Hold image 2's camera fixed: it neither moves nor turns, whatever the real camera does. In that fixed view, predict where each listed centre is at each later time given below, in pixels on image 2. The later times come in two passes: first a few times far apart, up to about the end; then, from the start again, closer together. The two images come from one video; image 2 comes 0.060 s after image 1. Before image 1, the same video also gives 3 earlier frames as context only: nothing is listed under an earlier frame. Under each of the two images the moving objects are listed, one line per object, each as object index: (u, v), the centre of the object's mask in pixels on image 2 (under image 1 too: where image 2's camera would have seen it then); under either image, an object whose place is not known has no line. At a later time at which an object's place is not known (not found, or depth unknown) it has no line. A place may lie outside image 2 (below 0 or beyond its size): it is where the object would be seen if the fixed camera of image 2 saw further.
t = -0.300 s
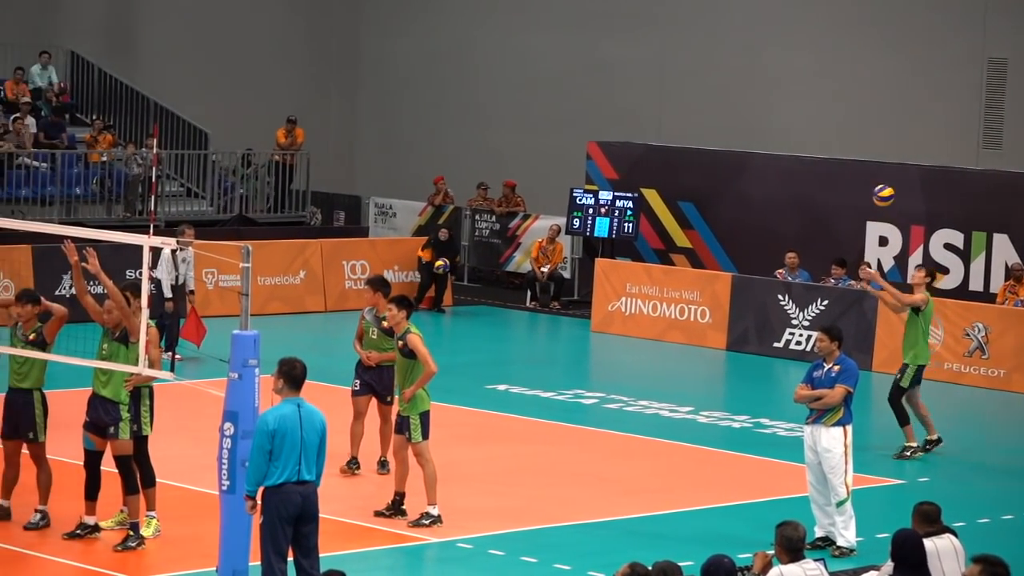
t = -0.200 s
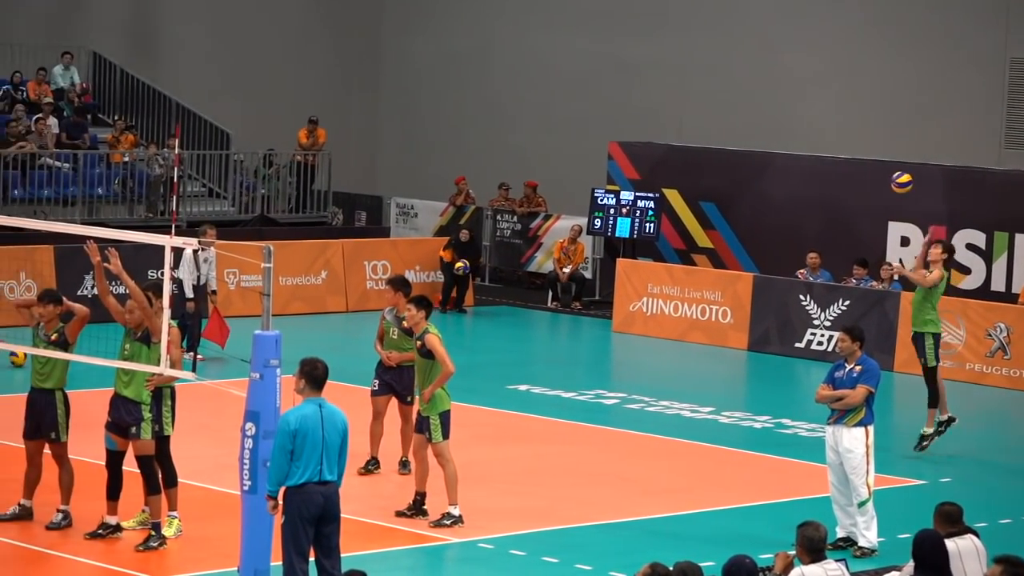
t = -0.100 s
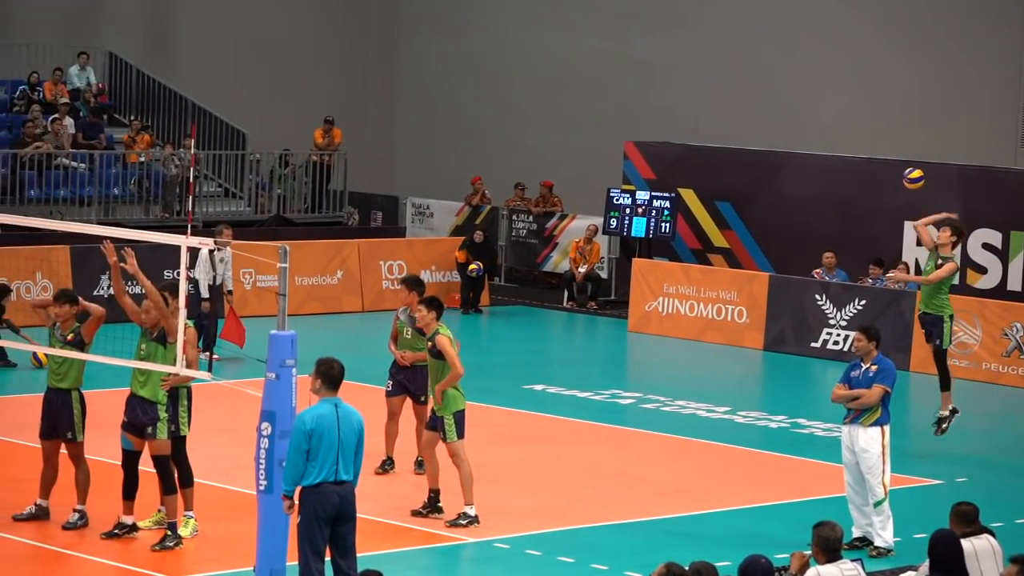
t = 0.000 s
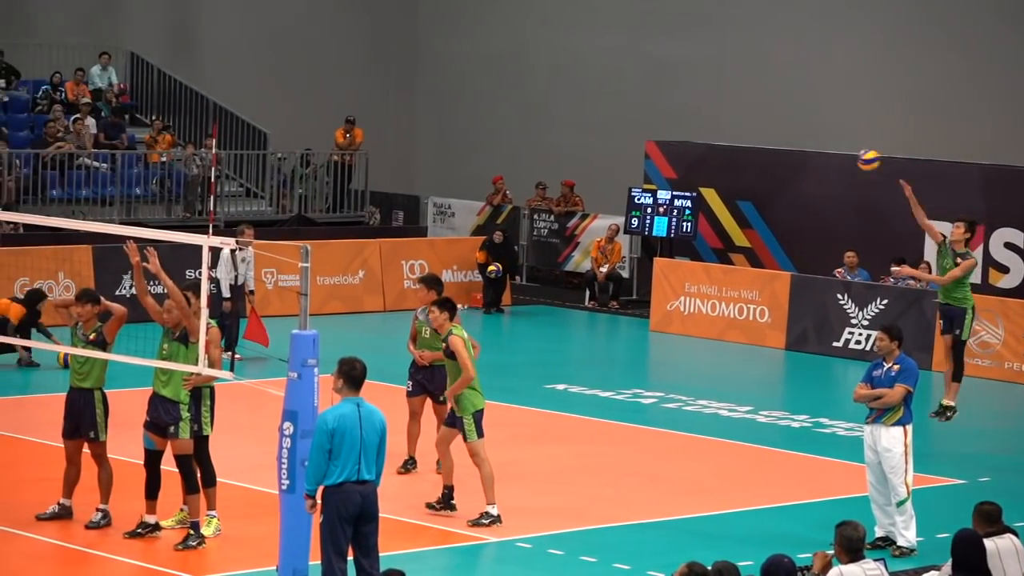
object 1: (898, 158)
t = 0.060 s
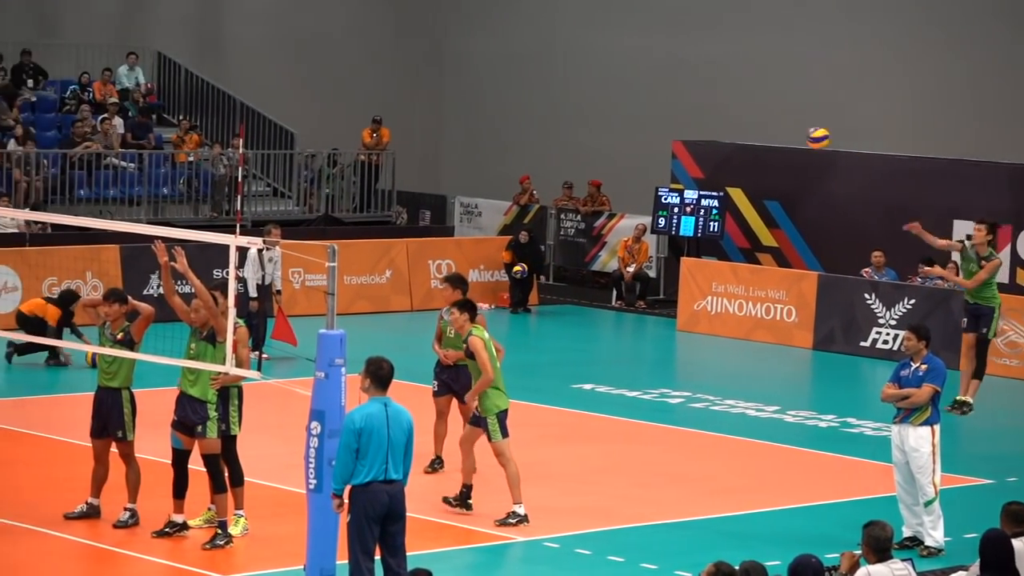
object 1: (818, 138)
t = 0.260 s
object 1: (541, 98)
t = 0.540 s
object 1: (110, 110)
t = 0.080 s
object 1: (791, 132)
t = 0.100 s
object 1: (765, 126)
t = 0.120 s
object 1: (738, 121)
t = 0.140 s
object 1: (710, 116)
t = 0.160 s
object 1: (683, 112)
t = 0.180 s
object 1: (655, 109)
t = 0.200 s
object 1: (627, 105)
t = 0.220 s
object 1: (598, 102)
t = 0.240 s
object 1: (570, 100)
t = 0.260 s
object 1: (541, 98)
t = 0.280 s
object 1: (512, 96)
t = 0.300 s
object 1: (482, 95)
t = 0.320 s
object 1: (453, 94)
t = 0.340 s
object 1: (423, 93)
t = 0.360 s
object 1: (393, 93)
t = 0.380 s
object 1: (363, 94)
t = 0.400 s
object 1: (332, 94)
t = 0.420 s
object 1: (301, 95)
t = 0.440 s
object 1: (269, 98)
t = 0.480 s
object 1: (205, 102)
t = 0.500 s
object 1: (174, 104)
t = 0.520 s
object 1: (142, 107)
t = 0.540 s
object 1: (110, 110)
